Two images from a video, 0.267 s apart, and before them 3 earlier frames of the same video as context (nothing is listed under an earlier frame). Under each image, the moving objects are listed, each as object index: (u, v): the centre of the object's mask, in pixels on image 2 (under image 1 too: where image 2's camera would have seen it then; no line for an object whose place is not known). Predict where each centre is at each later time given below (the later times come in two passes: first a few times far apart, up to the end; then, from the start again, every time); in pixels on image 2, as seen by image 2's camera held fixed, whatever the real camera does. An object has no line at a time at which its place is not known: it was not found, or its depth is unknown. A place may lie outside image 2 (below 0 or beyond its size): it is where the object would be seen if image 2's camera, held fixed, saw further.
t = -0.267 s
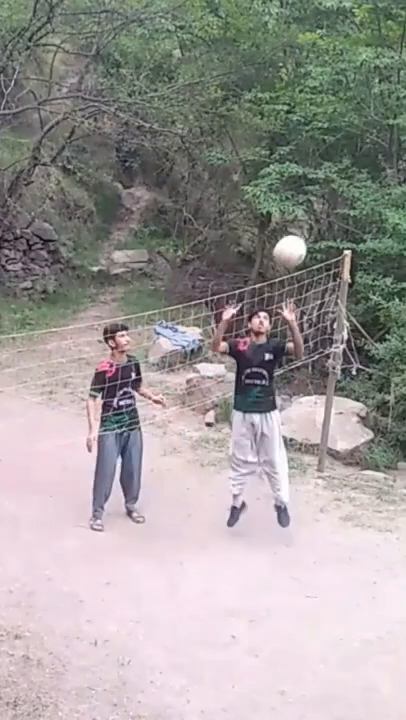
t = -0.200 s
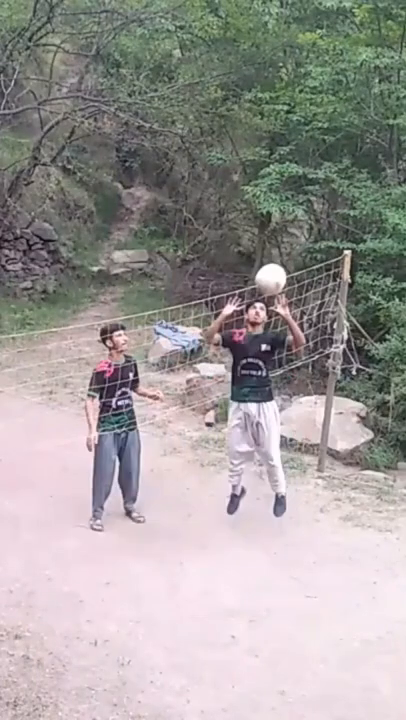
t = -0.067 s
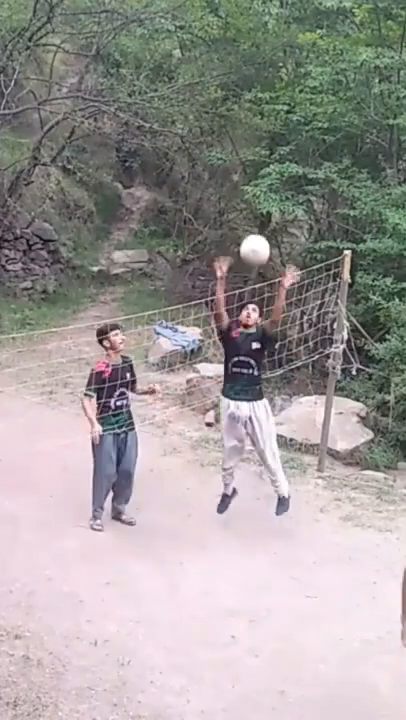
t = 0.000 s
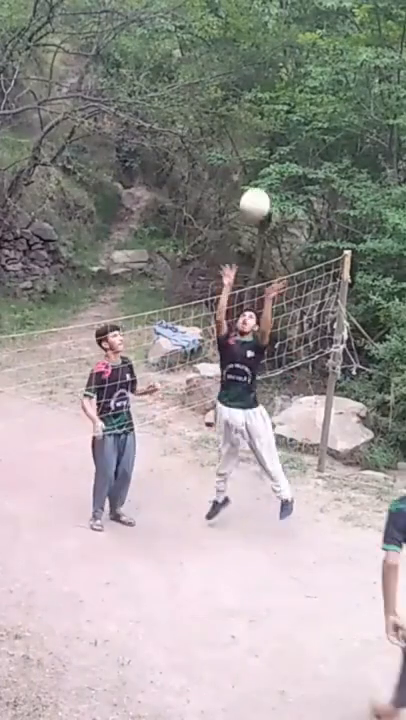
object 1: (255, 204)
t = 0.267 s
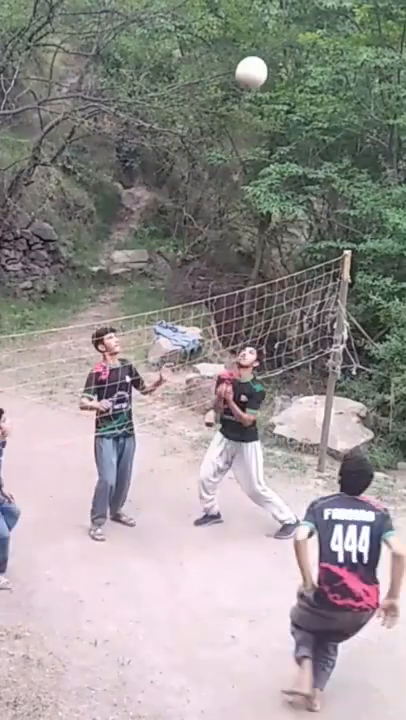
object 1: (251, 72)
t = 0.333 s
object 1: (249, 55)
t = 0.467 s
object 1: (245, 38)
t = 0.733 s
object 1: (232, 84)
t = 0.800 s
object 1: (229, 112)
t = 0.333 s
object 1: (249, 55)
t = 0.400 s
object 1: (247, 43)
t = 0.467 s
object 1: (245, 38)
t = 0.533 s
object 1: (242, 39)
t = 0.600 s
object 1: (239, 47)
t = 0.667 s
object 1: (235, 62)
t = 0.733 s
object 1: (232, 84)
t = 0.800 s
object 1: (229, 112)
